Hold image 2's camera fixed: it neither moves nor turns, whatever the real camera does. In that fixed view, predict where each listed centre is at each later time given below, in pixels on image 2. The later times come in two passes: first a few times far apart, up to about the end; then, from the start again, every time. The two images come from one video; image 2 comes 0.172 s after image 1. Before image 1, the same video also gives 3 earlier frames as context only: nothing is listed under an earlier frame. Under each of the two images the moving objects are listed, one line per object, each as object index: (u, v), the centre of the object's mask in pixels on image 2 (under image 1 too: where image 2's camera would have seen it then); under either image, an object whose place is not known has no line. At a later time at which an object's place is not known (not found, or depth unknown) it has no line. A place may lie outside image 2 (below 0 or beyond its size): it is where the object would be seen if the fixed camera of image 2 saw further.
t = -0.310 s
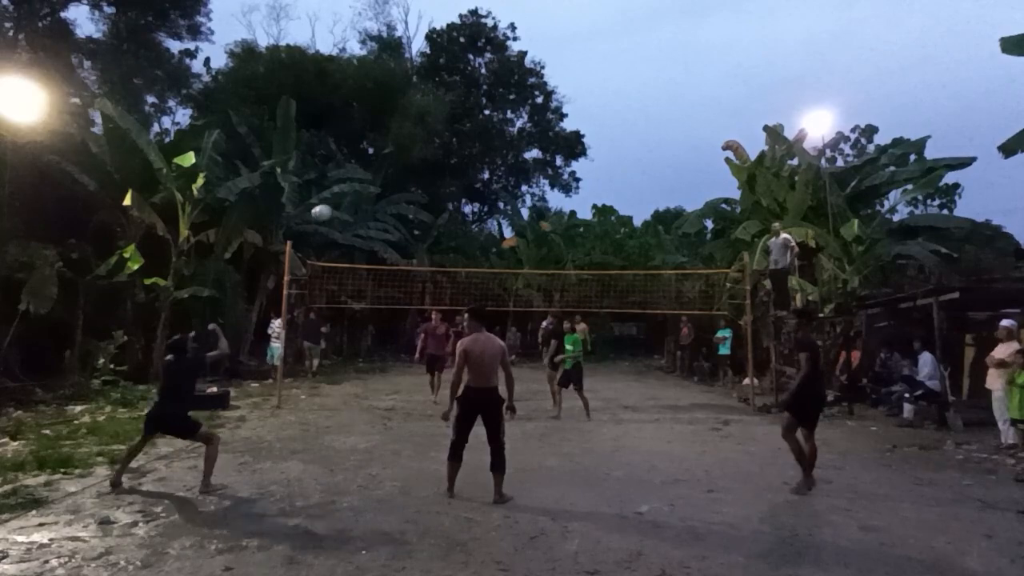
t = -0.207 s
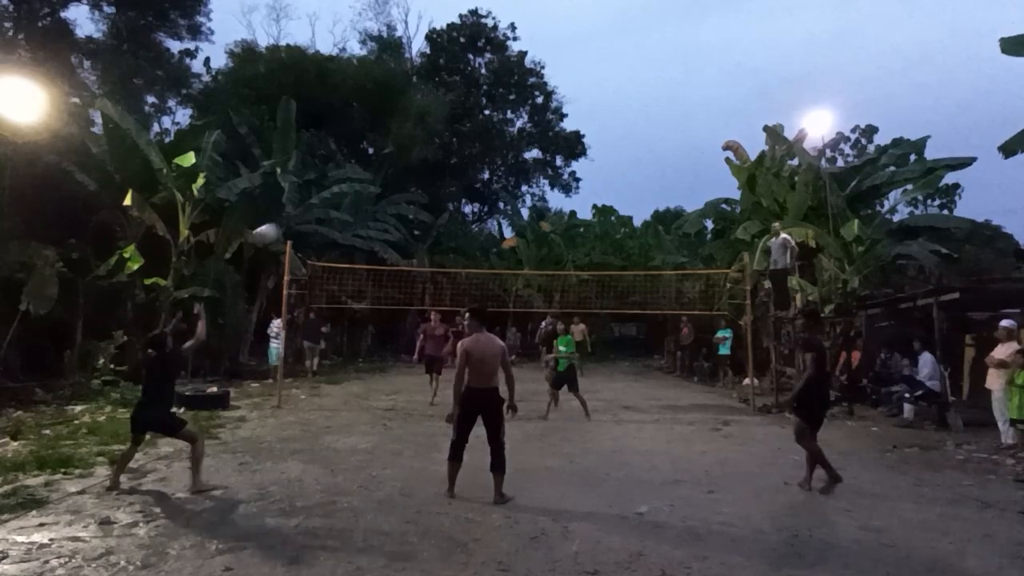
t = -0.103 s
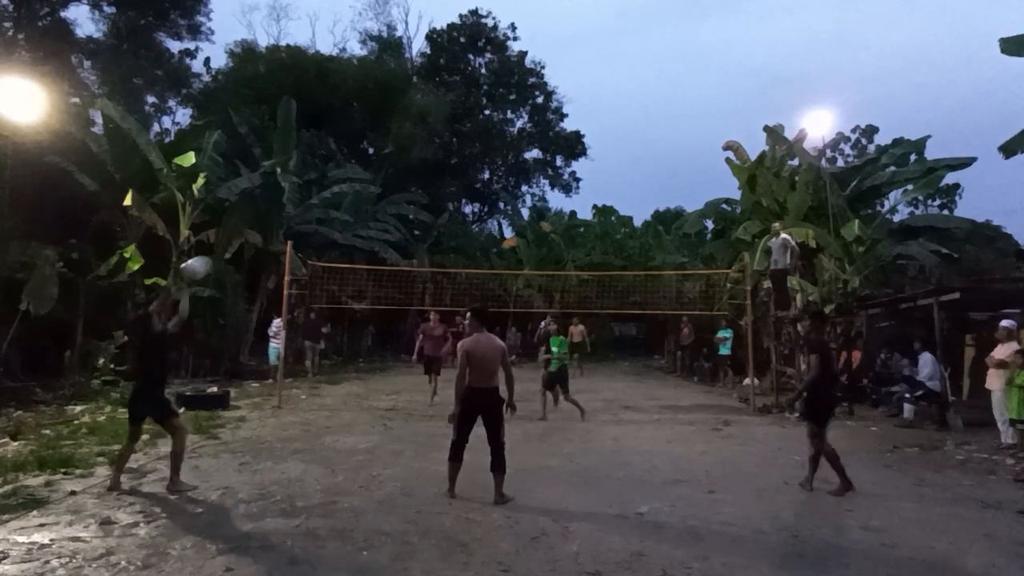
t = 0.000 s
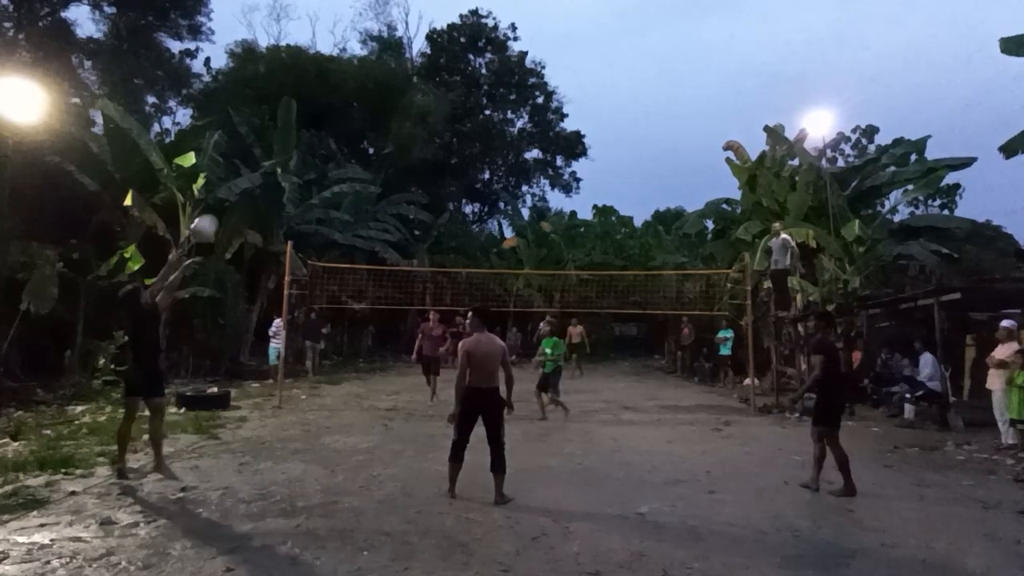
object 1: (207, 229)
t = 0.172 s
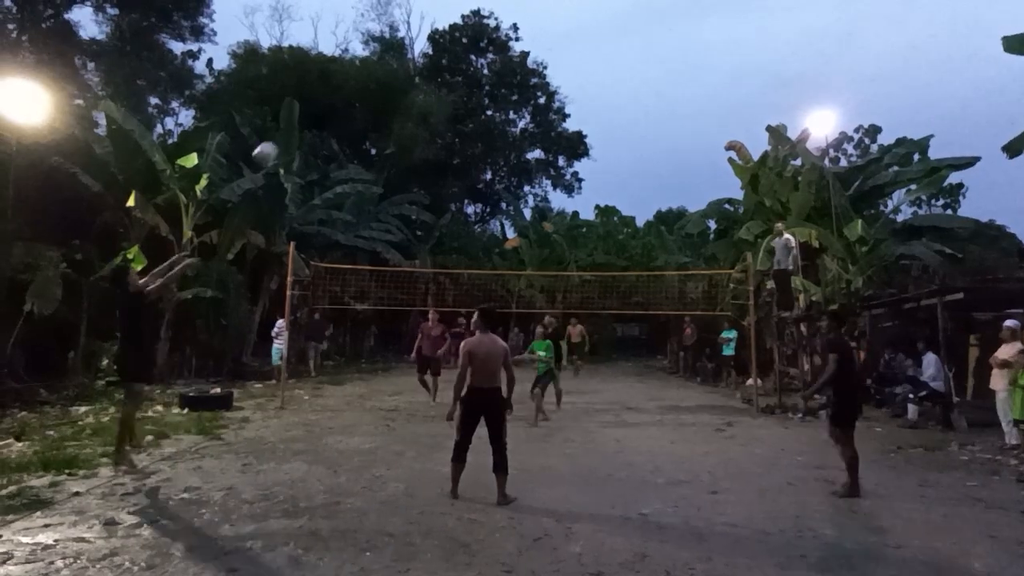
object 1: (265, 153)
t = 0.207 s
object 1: (276, 142)
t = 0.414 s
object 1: (331, 107)
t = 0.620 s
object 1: (374, 109)
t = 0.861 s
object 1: (415, 148)
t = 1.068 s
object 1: (444, 206)
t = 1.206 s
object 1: (460, 255)
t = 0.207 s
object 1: (276, 142)
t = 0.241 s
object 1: (285, 134)
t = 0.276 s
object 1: (295, 125)
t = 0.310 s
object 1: (304, 119)
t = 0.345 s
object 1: (314, 114)
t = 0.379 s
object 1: (322, 111)
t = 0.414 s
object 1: (331, 107)
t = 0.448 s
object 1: (338, 105)
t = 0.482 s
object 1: (346, 104)
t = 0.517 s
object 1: (353, 104)
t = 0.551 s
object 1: (361, 105)
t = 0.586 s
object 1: (367, 107)
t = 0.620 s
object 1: (374, 109)
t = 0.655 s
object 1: (381, 113)
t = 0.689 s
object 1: (386, 117)
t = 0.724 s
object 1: (393, 122)
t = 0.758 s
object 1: (398, 127)
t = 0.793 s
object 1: (404, 134)
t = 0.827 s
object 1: (410, 140)
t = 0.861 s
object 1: (415, 148)
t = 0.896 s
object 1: (421, 156)
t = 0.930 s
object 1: (425, 165)
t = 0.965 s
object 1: (431, 175)
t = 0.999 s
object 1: (435, 184)
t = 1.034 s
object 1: (440, 195)
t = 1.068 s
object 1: (444, 206)
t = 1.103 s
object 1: (448, 217)
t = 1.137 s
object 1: (453, 230)
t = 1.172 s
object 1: (456, 242)
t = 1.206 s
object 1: (460, 255)
